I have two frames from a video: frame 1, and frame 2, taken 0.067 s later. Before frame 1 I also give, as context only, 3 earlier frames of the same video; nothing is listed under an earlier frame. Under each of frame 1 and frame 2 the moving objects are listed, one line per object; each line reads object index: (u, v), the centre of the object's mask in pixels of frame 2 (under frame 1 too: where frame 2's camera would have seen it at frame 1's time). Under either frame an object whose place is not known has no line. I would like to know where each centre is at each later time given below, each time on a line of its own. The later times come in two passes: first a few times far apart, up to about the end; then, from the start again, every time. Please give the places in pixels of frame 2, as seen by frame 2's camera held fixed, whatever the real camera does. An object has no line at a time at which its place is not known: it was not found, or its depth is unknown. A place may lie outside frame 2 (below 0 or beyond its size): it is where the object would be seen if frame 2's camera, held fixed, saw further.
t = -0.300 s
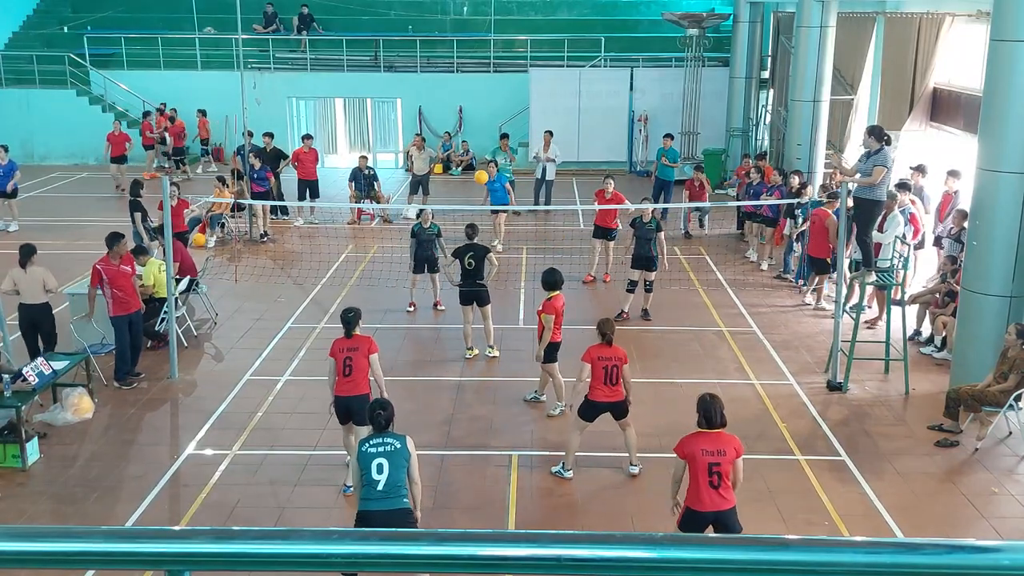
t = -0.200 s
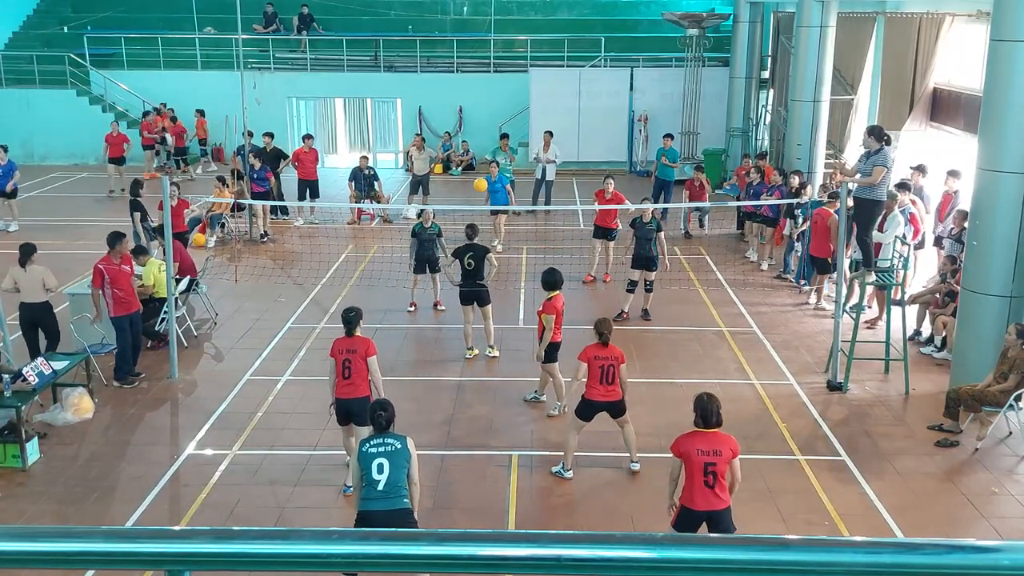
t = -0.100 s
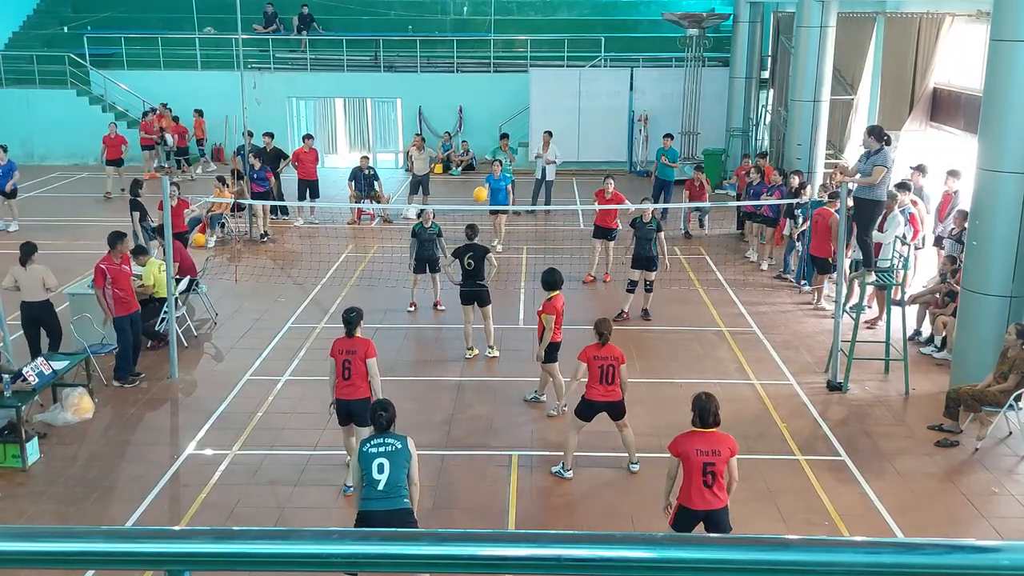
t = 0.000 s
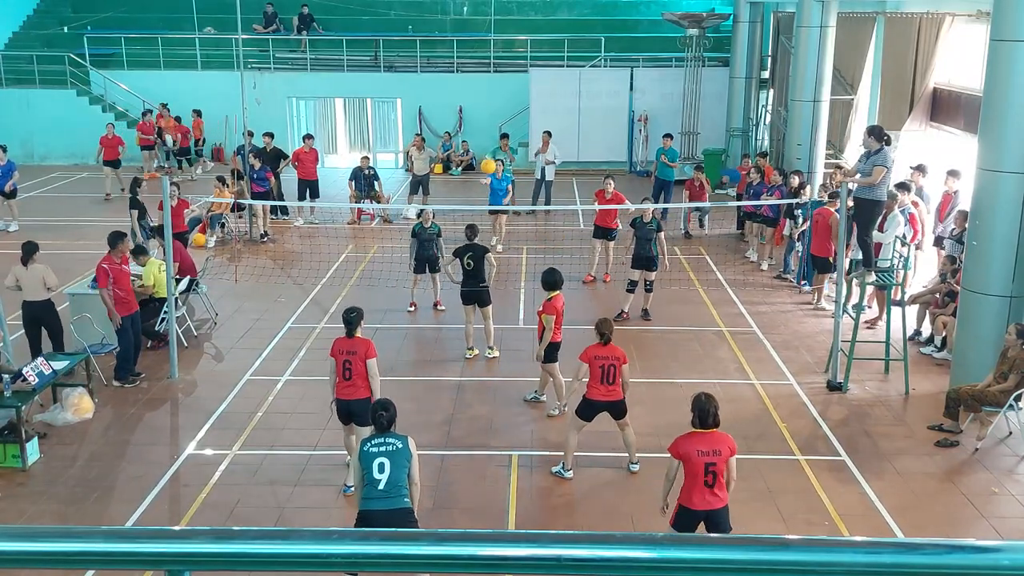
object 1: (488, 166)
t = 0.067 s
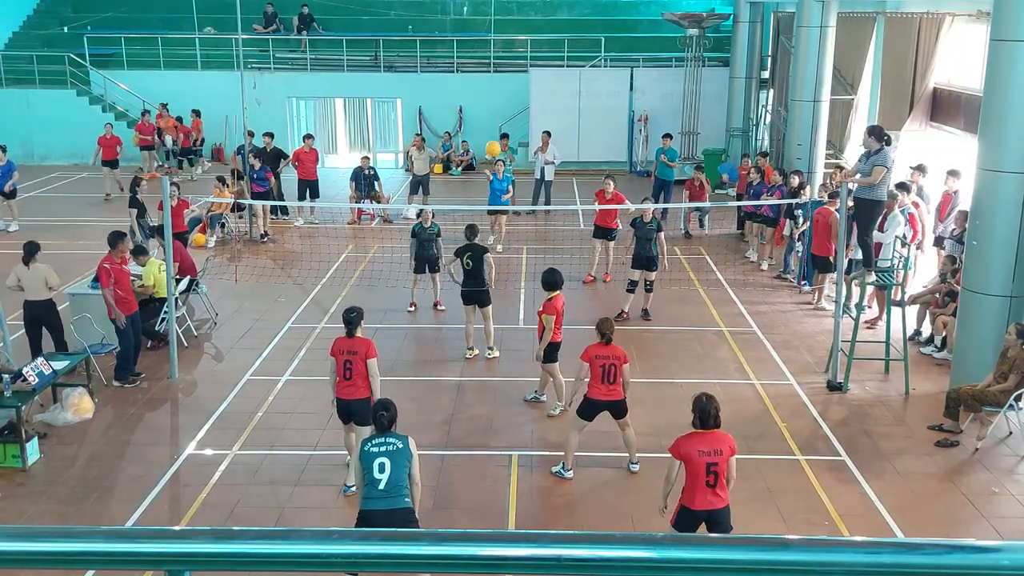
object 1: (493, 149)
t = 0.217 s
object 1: (504, 117)
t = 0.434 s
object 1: (525, 100)
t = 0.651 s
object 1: (554, 120)
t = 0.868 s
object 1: (589, 194)
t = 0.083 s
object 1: (493, 145)
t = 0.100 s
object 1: (495, 140)
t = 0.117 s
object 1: (496, 137)
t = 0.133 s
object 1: (497, 133)
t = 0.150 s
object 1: (498, 130)
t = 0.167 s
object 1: (500, 126)
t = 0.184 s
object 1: (501, 123)
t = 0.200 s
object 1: (503, 120)
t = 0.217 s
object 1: (504, 117)
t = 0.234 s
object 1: (505, 115)
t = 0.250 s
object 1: (507, 113)
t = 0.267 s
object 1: (508, 111)
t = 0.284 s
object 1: (510, 108)
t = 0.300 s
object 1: (512, 107)
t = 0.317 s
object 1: (513, 105)
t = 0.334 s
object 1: (515, 104)
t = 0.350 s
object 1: (517, 103)
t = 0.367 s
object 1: (518, 102)
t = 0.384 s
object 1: (520, 101)
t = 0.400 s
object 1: (522, 100)
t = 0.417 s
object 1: (523, 100)
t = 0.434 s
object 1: (525, 100)
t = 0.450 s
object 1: (527, 100)
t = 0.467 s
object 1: (529, 100)
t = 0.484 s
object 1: (531, 100)
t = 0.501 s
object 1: (533, 101)
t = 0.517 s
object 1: (535, 102)
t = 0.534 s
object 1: (538, 103)
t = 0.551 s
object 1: (540, 105)
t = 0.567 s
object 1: (542, 106)
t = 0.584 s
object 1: (544, 109)
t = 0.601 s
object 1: (547, 111)
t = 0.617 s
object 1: (549, 114)
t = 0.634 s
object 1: (552, 117)
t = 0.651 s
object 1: (554, 120)
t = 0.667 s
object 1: (557, 124)
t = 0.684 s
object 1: (560, 128)
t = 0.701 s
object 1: (562, 132)
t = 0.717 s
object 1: (565, 137)
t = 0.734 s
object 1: (567, 142)
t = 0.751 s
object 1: (570, 147)
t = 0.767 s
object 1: (573, 153)
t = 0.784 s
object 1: (576, 159)
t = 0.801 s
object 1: (578, 166)
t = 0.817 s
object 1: (581, 173)
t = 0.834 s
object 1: (584, 179)
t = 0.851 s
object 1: (587, 187)
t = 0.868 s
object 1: (589, 194)
